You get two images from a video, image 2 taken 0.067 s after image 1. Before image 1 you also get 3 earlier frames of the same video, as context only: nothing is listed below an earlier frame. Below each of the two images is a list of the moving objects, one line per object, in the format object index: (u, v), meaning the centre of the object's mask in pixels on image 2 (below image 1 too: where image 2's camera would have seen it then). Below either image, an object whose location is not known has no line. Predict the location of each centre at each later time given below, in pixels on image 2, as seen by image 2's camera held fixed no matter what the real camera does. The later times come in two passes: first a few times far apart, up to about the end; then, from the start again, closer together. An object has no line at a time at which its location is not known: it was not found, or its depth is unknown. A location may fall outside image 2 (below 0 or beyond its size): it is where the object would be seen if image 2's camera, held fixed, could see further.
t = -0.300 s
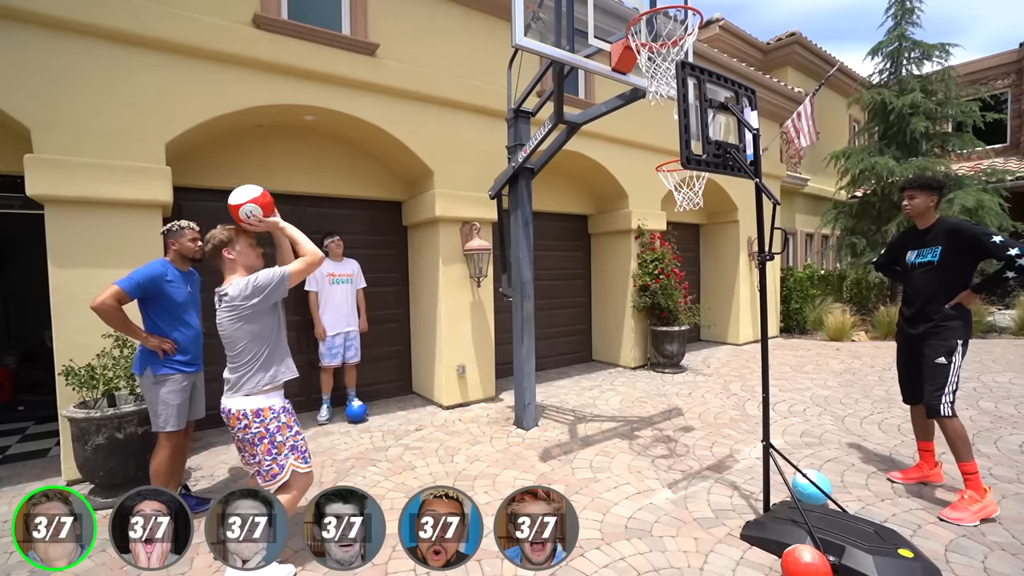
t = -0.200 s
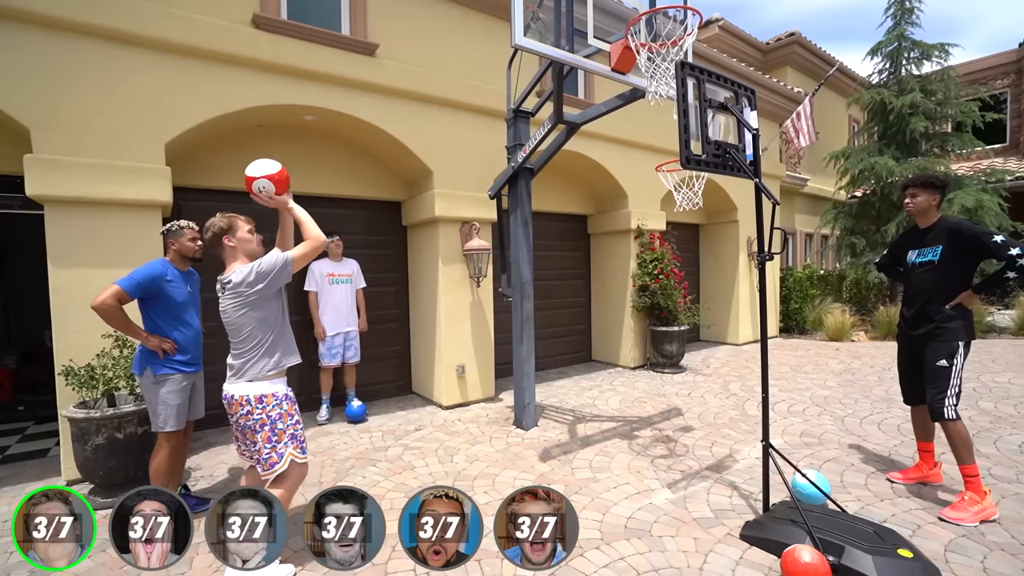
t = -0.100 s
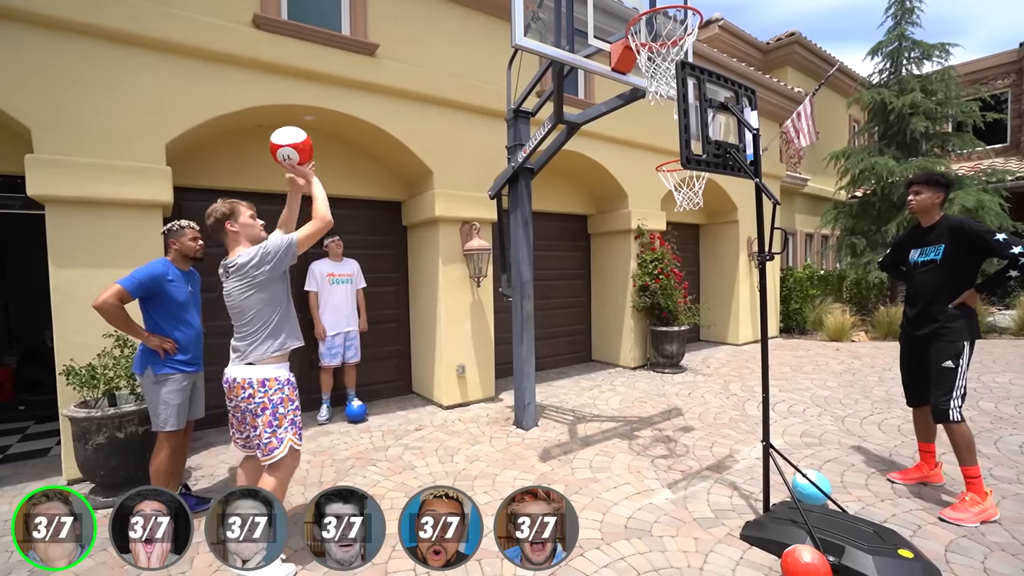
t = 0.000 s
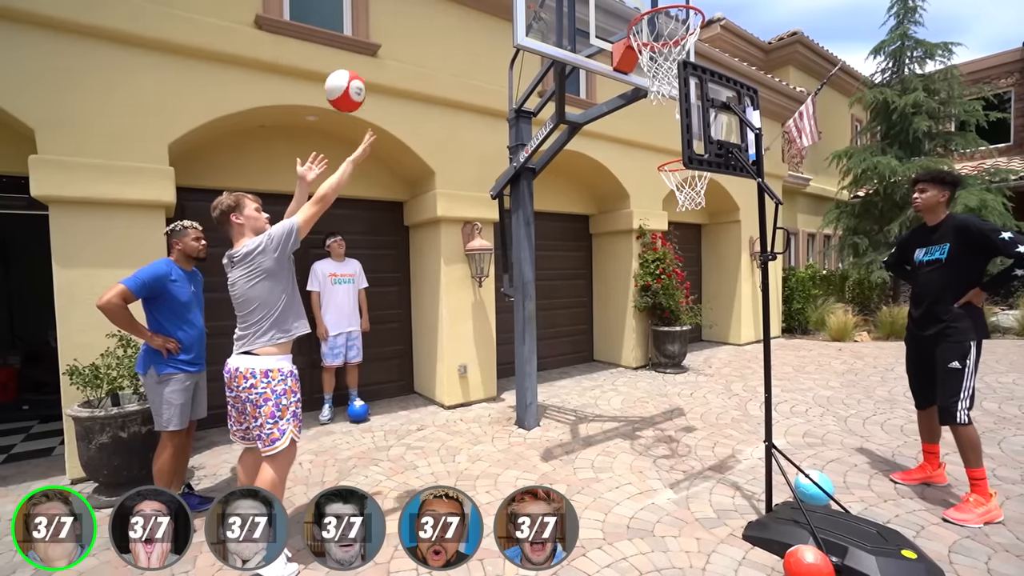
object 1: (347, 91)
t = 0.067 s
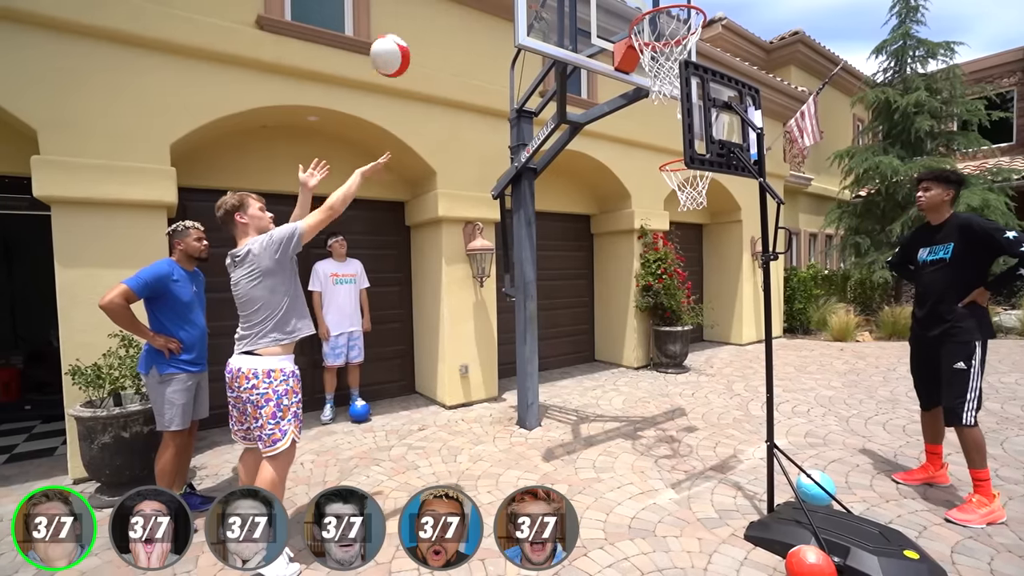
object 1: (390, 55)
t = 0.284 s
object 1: (519, 11)
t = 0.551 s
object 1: (657, 54)
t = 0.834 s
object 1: (753, 200)
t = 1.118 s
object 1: (814, 416)
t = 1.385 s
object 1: (827, 318)
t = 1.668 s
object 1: (829, 250)
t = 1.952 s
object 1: (835, 277)
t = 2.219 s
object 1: (836, 376)
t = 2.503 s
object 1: (836, 340)
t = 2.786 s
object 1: (838, 314)
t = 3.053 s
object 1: (839, 354)
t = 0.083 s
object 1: (401, 48)
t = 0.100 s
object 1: (411, 41)
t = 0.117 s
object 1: (421, 35)
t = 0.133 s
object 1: (431, 30)
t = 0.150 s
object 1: (441, 25)
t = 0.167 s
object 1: (452, 20)
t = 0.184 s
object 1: (462, 18)
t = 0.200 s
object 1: (472, 15)
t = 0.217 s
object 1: (482, 13)
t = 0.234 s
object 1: (491, 12)
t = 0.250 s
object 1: (501, 11)
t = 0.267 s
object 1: (510, 11)
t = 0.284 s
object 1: (519, 11)
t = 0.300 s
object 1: (529, 11)
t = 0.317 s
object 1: (537, 11)
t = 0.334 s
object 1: (547, 11)
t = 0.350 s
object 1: (555, 12)
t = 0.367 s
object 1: (565, 13)
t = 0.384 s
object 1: (573, 14)
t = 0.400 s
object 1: (582, 15)
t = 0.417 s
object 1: (591, 17)
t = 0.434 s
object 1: (599, 20)
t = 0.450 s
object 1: (608, 25)
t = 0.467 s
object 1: (616, 29)
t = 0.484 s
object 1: (625, 33)
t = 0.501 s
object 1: (633, 38)
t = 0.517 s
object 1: (641, 43)
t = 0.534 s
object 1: (650, 48)
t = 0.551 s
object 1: (657, 54)
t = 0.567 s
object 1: (663, 61)
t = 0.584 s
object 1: (668, 67)
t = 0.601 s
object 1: (671, 75)
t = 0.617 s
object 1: (674, 83)
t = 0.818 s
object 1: (750, 192)
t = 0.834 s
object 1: (753, 200)
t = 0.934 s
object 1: (782, 270)
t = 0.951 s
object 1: (784, 283)
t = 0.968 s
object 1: (786, 295)
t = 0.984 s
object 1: (789, 308)
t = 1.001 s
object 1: (792, 321)
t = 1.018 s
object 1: (795, 334)
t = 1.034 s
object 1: (798, 347)
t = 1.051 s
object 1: (801, 361)
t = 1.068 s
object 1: (805, 375)
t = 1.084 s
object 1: (808, 388)
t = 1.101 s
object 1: (811, 402)
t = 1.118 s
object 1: (814, 416)
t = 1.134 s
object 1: (817, 430)
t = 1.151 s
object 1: (820, 445)
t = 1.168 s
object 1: (820, 444)
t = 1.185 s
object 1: (821, 432)
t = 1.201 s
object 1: (822, 420)
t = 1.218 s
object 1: (823, 408)
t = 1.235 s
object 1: (823, 397)
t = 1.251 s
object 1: (823, 388)
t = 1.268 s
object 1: (823, 378)
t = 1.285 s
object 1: (824, 368)
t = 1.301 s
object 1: (824, 359)
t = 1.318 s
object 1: (825, 350)
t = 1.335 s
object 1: (825, 341)
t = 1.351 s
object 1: (826, 333)
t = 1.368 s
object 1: (826, 325)
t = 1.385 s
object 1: (827, 318)
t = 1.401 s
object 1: (827, 311)
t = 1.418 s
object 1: (827, 305)
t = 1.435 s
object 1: (830, 298)
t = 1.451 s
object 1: (828, 293)
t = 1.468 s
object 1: (829, 287)
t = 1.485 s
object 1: (829, 282)
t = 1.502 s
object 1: (829, 278)
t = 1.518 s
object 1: (828, 274)
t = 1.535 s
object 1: (828, 270)
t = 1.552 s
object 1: (828, 267)
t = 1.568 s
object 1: (828, 263)
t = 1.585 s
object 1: (829, 260)
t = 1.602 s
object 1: (829, 258)
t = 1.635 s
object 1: (830, 253)
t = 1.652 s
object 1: (830, 251)
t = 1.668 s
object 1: (829, 250)
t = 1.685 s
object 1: (833, 247)
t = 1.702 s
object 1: (833, 246)
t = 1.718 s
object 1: (834, 248)
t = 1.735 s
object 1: (834, 248)
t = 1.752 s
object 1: (834, 248)
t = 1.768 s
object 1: (835, 248)
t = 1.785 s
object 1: (835, 249)
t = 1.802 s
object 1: (834, 252)
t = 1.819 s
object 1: (835, 253)
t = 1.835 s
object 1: (834, 256)
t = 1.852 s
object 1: (834, 258)
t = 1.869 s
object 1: (834, 260)
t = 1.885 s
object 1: (835, 263)
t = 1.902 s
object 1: (834, 266)
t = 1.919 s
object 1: (835, 270)
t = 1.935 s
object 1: (836, 273)
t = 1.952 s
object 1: (835, 277)
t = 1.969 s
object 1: (835, 282)
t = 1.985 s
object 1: (836, 286)
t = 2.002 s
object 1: (836, 291)
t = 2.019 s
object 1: (835, 296)
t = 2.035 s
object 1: (835, 300)
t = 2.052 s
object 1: (834, 306)
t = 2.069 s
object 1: (835, 311)
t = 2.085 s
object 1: (836, 320)
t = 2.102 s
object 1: (836, 327)
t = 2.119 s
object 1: (836, 332)
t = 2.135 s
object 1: (836, 339)
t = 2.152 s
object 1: (835, 346)
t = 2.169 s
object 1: (835, 354)
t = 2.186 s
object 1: (836, 361)
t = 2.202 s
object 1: (836, 368)
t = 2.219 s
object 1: (836, 376)
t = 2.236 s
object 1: (836, 385)
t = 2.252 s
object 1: (836, 393)
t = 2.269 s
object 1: (836, 402)
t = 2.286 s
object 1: (836, 411)
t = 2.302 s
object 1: (836, 410)
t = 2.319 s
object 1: (836, 401)
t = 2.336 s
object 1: (836, 394)
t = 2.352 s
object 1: (836, 387)
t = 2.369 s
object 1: (836, 381)
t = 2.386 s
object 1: (836, 375)
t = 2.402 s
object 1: (836, 369)
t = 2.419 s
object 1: (836, 364)
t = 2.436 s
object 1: (836, 358)
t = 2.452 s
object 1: (836, 353)
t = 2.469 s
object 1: (836, 348)
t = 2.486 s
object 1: (836, 344)
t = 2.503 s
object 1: (836, 340)
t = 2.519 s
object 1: (836, 336)
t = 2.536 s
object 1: (836, 332)
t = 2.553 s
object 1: (836, 329)
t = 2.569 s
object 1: (836, 325)
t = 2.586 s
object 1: (836, 324)
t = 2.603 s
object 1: (836, 322)
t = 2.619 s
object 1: (836, 319)
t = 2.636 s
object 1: (836, 317)
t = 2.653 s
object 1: (837, 316)
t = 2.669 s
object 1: (836, 314)
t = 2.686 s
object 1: (836, 314)
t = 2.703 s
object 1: (837, 313)
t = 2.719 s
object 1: (837, 313)
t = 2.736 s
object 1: (837, 313)
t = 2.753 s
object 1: (837, 313)
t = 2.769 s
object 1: (837, 313)
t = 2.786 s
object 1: (838, 314)
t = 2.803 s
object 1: (837, 315)
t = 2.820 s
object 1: (837, 315)
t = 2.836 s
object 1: (837, 316)
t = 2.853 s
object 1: (838, 318)
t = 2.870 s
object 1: (838, 320)
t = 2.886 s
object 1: (838, 322)
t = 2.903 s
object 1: (838, 324)
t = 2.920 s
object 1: (839, 326)
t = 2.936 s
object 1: (839, 329)
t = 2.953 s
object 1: (839, 332)
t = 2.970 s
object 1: (839, 335)
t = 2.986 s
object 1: (838, 339)
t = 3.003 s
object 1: (838, 342)
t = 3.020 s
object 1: (838, 346)
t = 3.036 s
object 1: (838, 350)
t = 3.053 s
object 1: (839, 354)
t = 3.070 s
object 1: (838, 359)
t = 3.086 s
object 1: (838, 363)
